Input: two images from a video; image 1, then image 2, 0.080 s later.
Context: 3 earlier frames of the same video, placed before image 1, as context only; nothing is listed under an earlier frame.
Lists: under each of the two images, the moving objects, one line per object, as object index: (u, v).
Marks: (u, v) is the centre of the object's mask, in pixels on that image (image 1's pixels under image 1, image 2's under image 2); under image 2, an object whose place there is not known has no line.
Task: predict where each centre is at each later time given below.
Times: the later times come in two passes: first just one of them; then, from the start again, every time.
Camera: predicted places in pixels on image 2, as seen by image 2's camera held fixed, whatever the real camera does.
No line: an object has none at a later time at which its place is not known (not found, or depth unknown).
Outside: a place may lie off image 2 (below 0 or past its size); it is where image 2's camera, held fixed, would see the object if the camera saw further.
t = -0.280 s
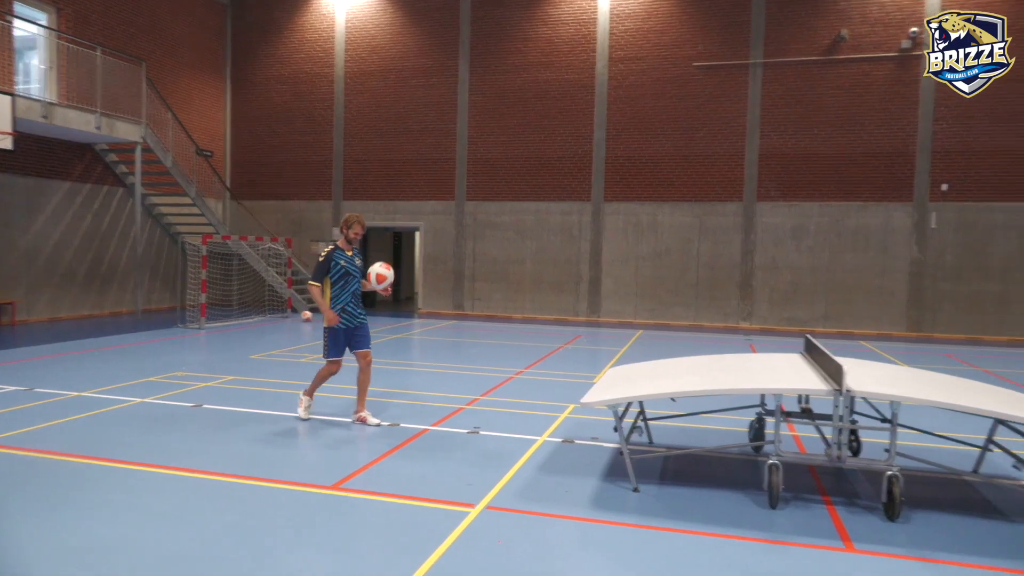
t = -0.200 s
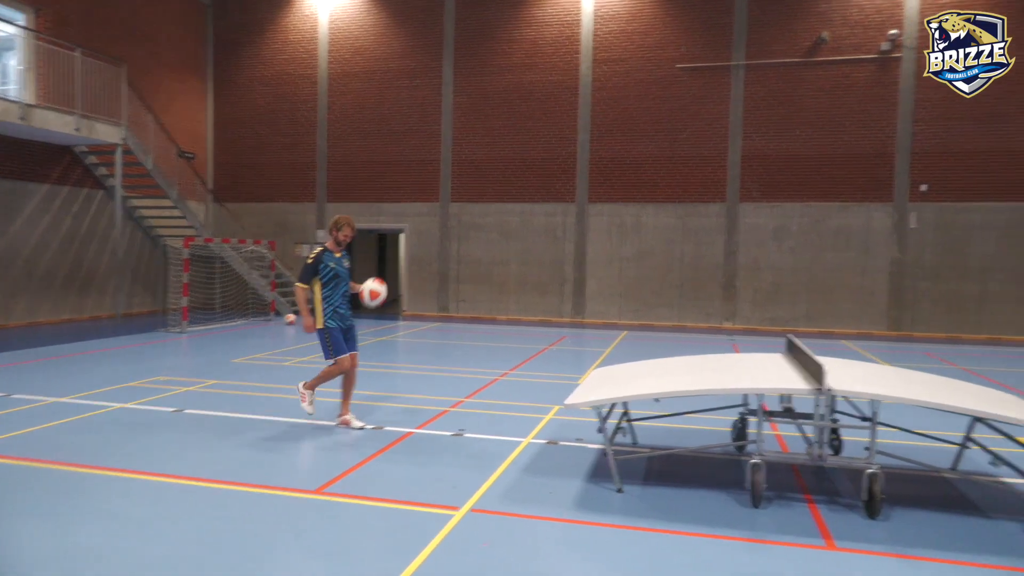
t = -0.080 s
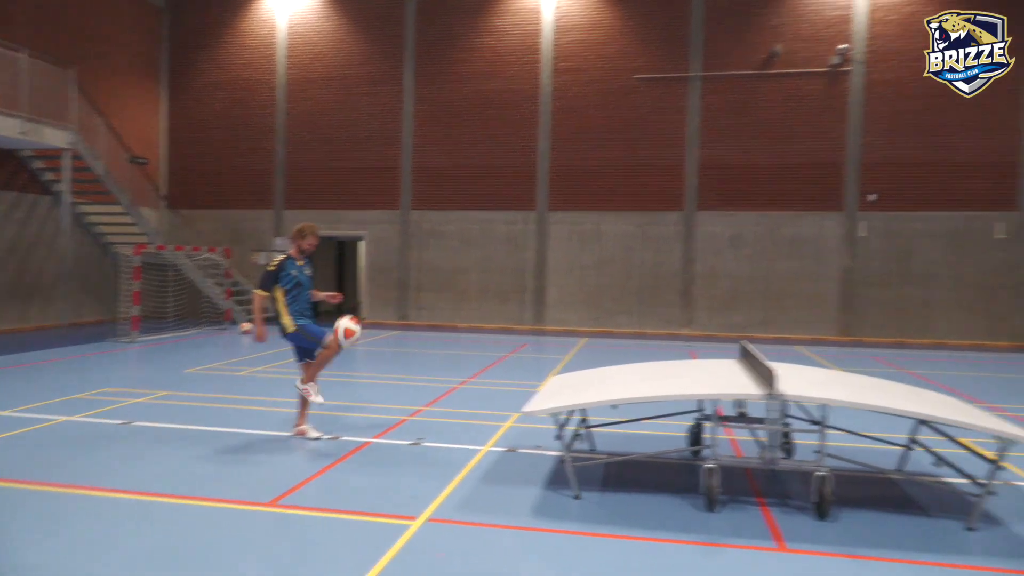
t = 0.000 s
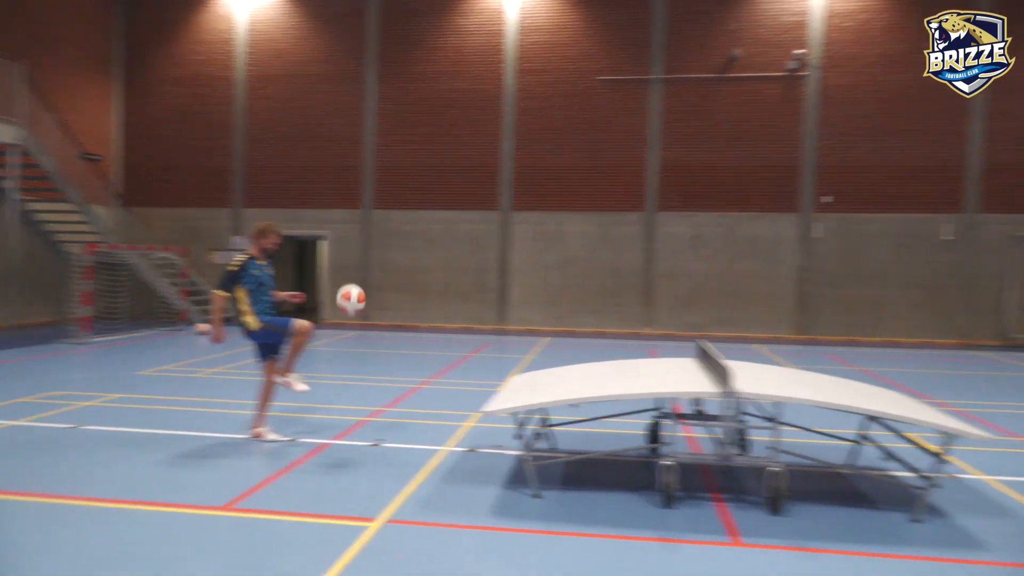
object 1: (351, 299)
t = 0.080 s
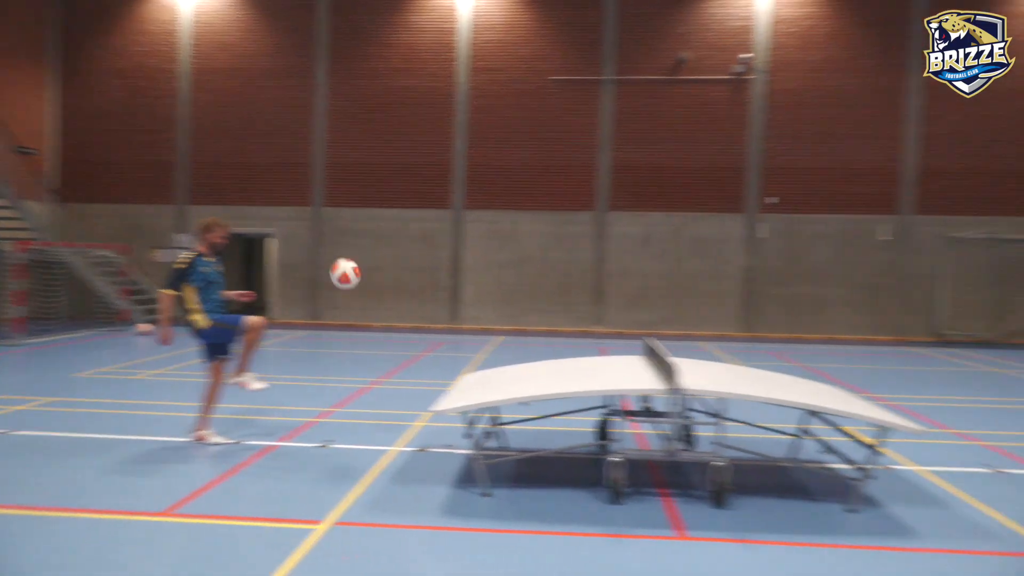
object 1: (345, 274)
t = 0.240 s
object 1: (437, 246)
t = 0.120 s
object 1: (368, 264)
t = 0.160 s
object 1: (390, 256)
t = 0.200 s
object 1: (413, 249)
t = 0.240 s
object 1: (437, 246)
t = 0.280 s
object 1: (461, 244)
